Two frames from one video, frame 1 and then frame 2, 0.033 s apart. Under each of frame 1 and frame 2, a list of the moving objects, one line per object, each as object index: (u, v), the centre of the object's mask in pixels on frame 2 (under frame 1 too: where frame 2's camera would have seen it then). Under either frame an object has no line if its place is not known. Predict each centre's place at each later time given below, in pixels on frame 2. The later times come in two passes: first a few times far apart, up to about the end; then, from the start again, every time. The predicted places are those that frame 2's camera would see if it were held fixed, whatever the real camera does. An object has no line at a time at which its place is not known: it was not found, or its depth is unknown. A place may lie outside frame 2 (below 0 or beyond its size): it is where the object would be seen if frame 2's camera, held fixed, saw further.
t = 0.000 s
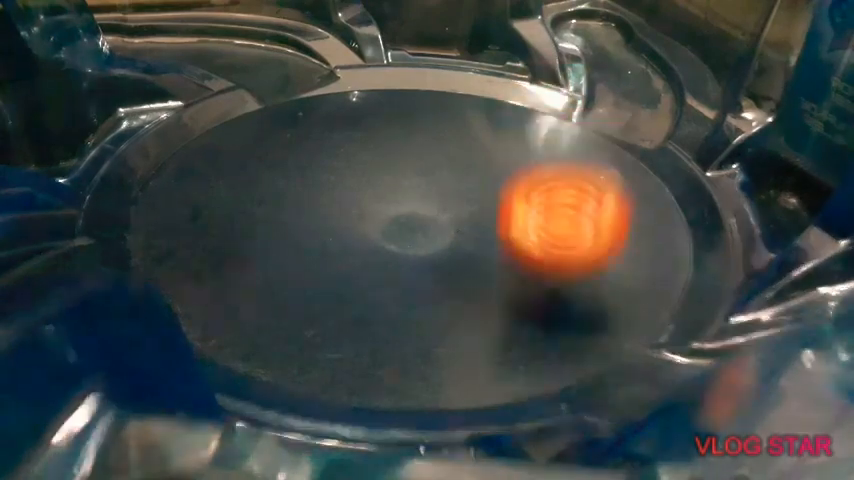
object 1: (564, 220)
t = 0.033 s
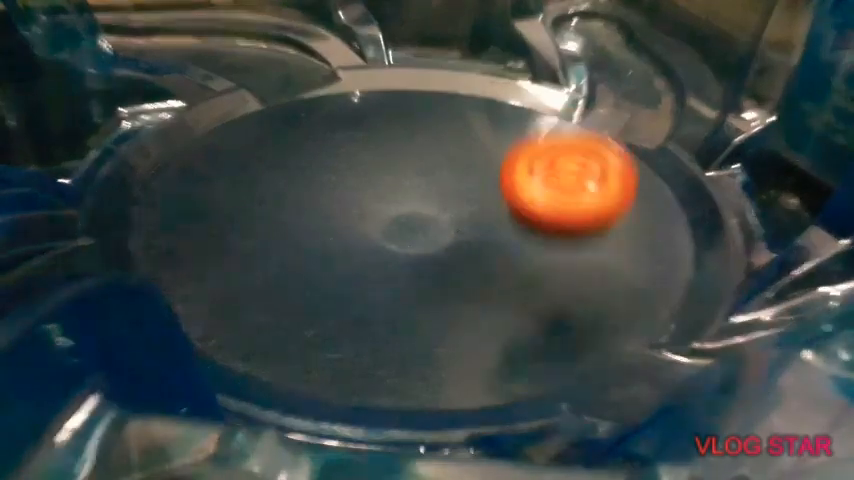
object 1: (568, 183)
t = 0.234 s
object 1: (516, 169)
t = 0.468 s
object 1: (390, 157)
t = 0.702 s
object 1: (367, 213)
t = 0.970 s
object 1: (533, 244)
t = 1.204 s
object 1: (551, 207)
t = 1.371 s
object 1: (482, 190)
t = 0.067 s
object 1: (567, 164)
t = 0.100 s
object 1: (562, 165)
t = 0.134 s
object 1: (553, 186)
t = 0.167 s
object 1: (541, 190)
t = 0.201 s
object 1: (530, 171)
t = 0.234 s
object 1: (516, 169)
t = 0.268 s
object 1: (499, 177)
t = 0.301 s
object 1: (482, 168)
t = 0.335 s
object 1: (463, 166)
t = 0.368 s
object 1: (445, 160)
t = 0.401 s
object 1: (425, 158)
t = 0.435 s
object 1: (407, 156)
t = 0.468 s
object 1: (390, 157)
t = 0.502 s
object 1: (375, 161)
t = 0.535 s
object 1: (362, 169)
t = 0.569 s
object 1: (354, 176)
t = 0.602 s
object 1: (349, 186)
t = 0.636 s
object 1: (350, 193)
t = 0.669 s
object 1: (356, 203)
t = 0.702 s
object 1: (367, 213)
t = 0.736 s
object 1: (381, 224)
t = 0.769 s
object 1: (401, 232)
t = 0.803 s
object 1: (424, 238)
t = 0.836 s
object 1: (448, 243)
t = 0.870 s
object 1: (475, 245)
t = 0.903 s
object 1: (499, 248)
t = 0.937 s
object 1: (517, 247)
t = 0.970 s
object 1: (533, 244)
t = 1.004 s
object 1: (545, 240)
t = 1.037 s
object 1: (554, 235)
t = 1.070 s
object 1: (560, 230)
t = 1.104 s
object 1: (562, 224)
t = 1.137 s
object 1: (561, 218)
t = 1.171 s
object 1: (558, 212)
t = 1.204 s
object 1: (551, 207)
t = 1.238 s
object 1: (541, 202)
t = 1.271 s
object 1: (530, 196)
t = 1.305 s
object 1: (516, 194)
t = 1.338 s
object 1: (500, 192)
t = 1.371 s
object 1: (482, 190)
